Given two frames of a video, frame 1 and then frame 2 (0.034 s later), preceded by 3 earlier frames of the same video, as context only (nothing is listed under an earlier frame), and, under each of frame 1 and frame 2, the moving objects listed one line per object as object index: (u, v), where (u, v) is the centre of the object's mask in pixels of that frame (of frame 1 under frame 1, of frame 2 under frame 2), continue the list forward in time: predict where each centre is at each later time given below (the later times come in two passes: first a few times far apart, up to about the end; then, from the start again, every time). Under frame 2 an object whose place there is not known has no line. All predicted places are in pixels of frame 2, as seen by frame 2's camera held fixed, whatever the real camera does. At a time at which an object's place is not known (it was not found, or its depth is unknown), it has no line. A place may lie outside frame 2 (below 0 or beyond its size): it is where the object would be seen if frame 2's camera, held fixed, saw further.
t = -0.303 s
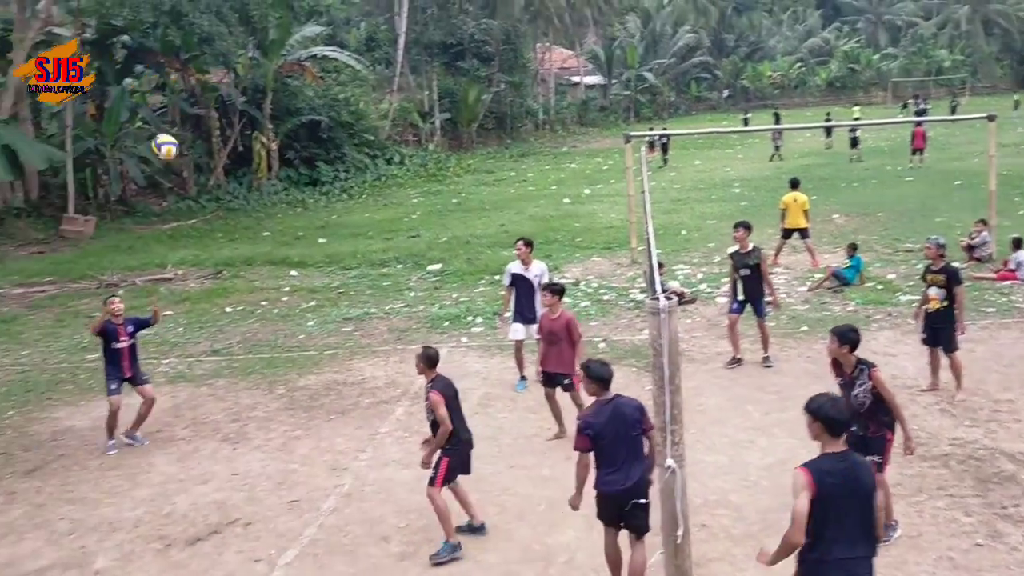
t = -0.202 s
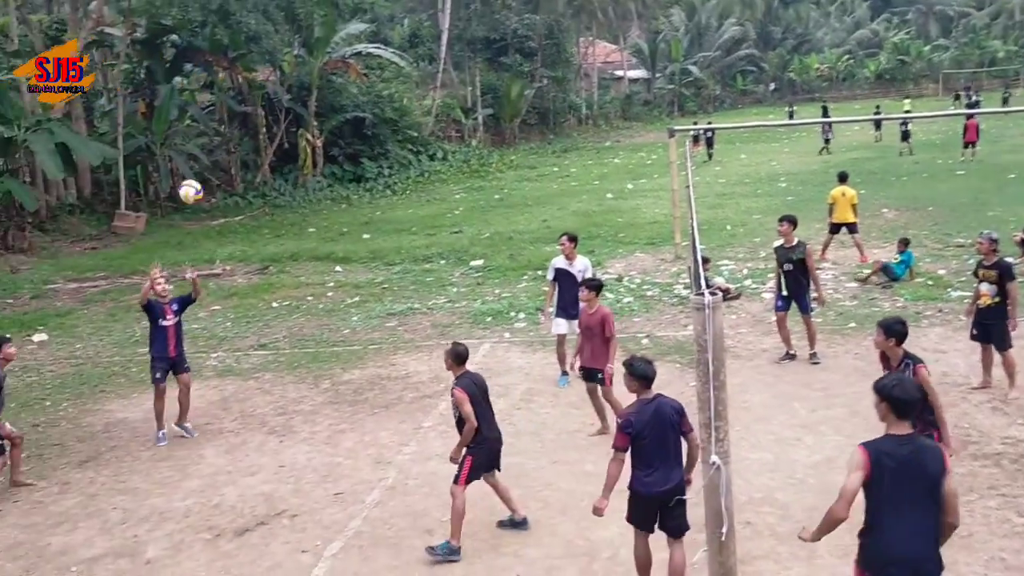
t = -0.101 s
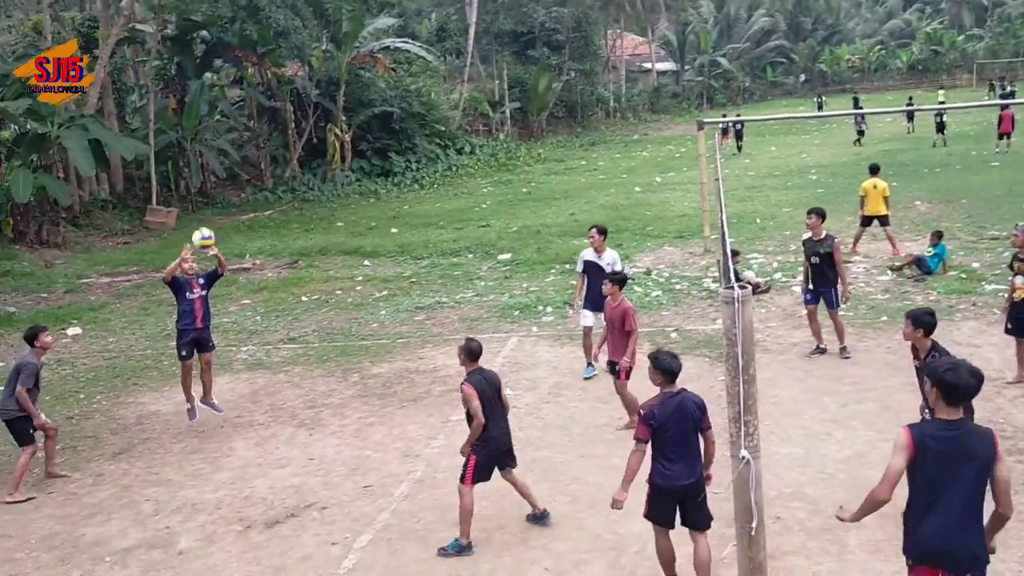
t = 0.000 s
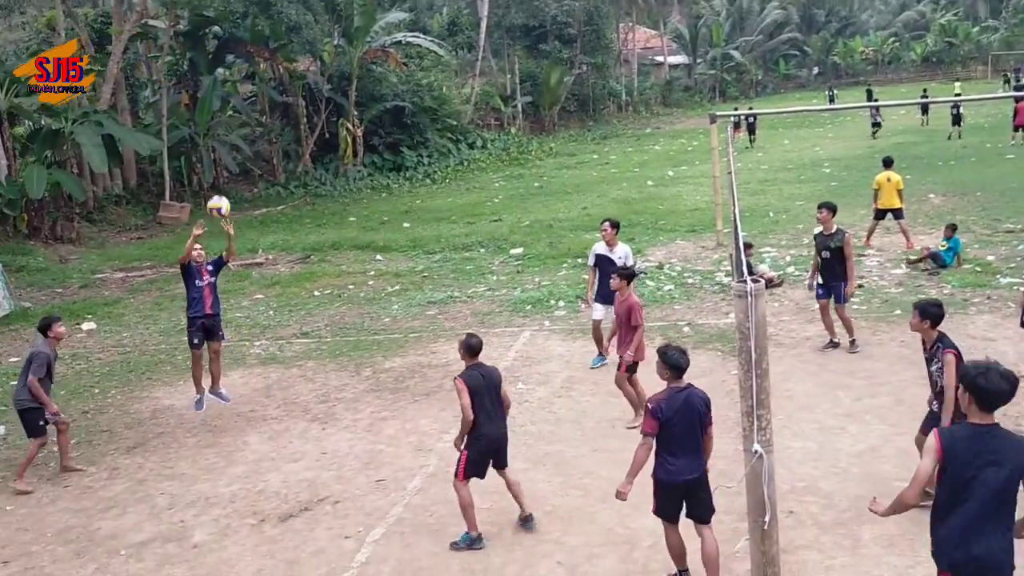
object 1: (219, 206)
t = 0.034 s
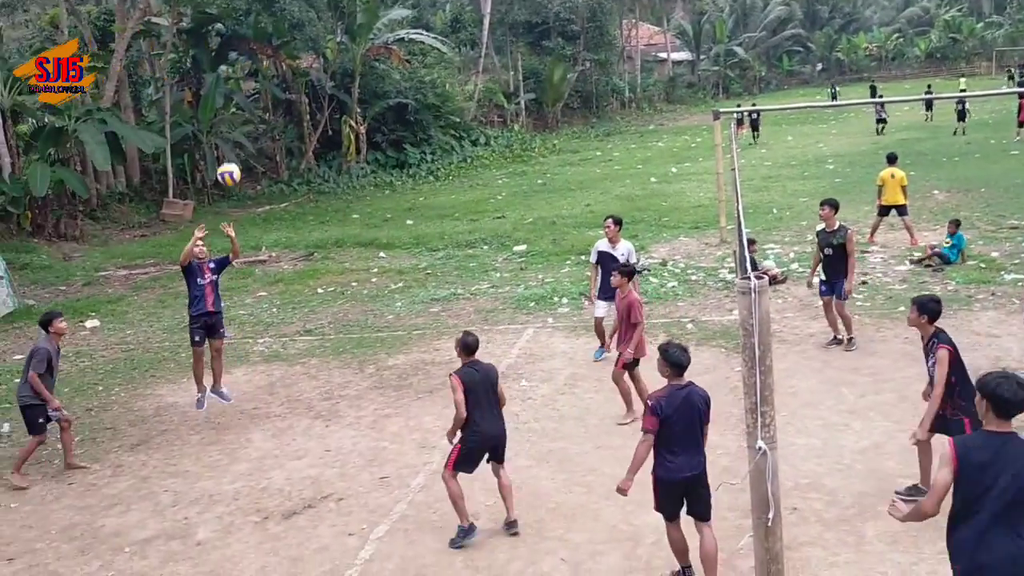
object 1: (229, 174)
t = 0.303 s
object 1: (267, 85)
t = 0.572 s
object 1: (324, 65)
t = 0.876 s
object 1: (413, 154)
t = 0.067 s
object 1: (233, 160)
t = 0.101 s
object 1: (237, 146)
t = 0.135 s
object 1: (241, 134)
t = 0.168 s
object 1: (246, 122)
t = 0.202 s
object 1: (251, 112)
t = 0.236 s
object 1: (256, 101)
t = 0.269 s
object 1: (261, 93)
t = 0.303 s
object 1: (267, 85)
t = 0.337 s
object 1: (274, 78)
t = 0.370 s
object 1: (280, 73)
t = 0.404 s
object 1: (287, 68)
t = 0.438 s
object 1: (294, 65)
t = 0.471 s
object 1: (301, 63)
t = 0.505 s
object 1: (309, 63)
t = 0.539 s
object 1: (316, 63)
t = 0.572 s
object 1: (324, 65)
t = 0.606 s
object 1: (333, 69)
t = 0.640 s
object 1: (342, 74)
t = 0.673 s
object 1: (351, 81)
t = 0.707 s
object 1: (361, 89)
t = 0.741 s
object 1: (371, 99)
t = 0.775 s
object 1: (381, 110)
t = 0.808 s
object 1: (391, 124)
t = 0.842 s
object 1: (402, 138)
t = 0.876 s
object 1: (413, 154)
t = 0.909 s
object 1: (424, 173)
